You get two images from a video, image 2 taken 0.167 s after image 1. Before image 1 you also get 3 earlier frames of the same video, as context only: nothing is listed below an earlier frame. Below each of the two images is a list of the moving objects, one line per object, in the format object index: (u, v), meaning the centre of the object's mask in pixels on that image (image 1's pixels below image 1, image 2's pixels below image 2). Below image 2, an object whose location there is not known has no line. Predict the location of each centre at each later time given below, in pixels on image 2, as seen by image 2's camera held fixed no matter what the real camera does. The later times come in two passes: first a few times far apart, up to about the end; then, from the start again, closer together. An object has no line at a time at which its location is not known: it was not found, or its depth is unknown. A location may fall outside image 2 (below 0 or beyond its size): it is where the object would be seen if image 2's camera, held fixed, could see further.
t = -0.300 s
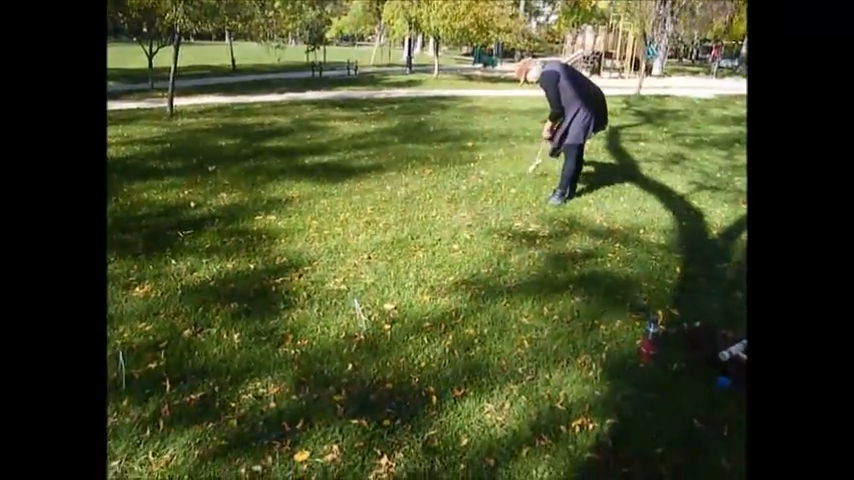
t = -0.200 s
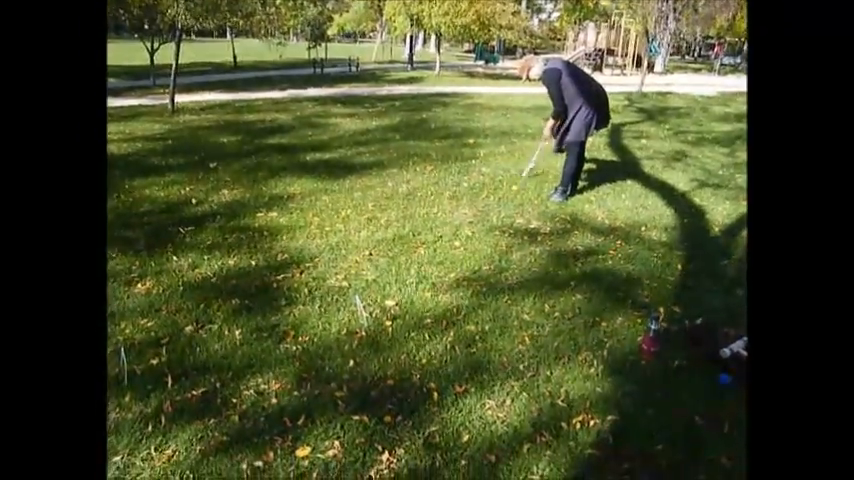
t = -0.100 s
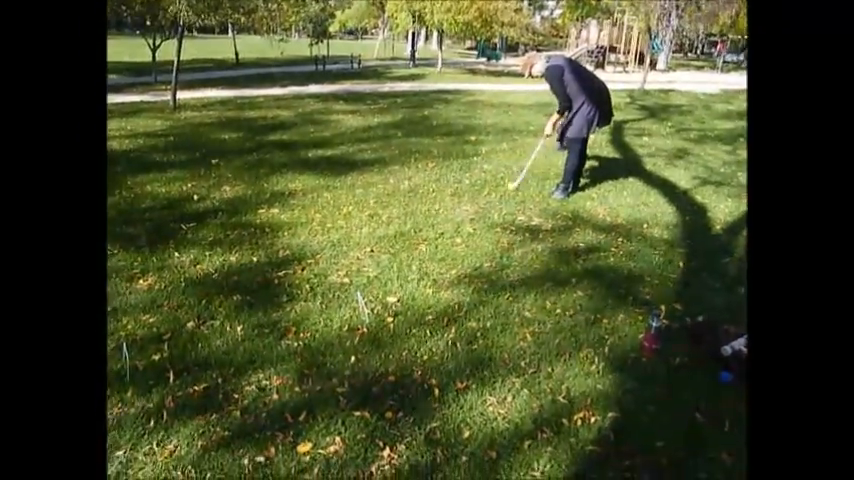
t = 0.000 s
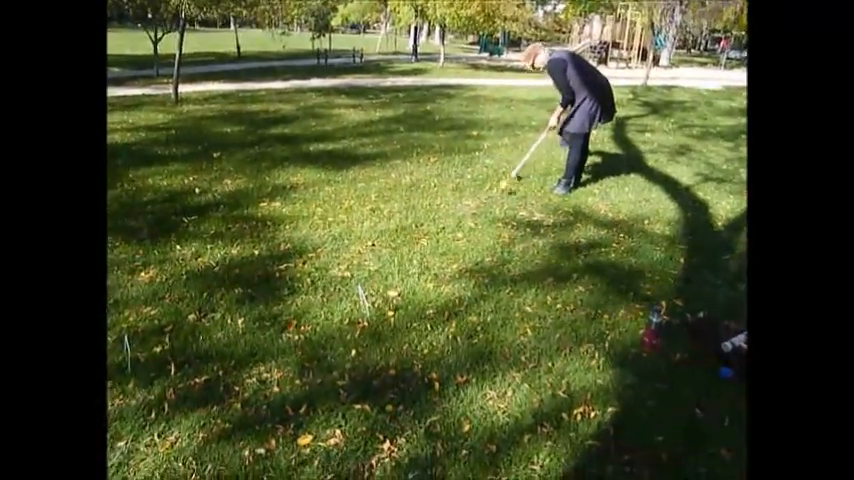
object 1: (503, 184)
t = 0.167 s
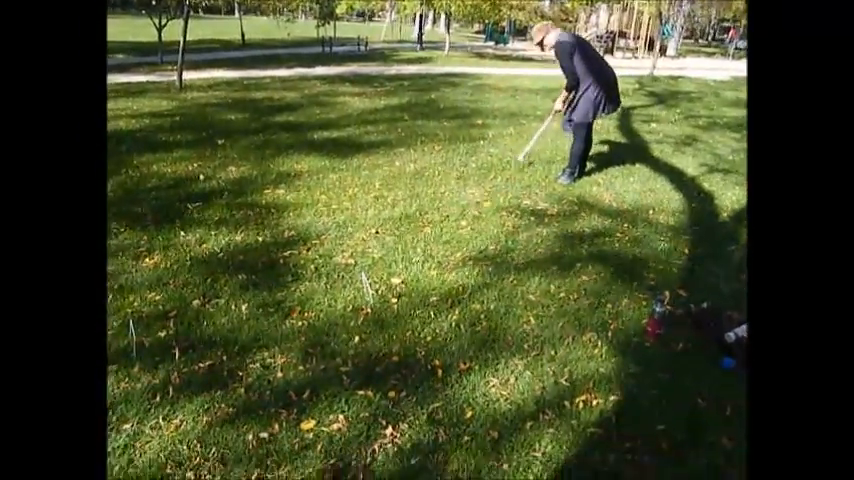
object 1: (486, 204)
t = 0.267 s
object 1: (477, 210)
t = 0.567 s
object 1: (449, 244)
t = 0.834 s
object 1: (431, 277)
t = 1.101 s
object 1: (428, 303)
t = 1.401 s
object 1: (421, 308)
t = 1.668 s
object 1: (422, 309)
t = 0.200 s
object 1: (483, 207)
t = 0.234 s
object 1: (480, 208)
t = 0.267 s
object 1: (477, 210)
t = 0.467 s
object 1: (456, 240)
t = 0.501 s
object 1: (454, 240)
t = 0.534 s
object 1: (451, 241)
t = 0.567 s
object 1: (449, 244)
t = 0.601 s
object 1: (446, 249)
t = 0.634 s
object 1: (443, 256)
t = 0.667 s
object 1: (441, 263)
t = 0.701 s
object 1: (437, 267)
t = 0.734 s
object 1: (436, 268)
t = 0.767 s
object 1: (434, 269)
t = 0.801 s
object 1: (433, 273)
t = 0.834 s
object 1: (431, 277)
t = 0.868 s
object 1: (429, 284)
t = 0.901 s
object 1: (427, 290)
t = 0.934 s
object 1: (427, 291)
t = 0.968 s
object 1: (427, 293)
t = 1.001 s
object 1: (427, 294)
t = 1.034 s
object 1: (427, 296)
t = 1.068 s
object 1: (427, 300)
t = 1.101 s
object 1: (428, 303)
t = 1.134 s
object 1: (427, 306)
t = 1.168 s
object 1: (426, 306)
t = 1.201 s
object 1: (426, 308)
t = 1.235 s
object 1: (425, 308)
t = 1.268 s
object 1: (424, 309)
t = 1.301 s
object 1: (422, 309)
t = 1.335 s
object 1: (422, 309)
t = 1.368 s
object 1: (421, 309)
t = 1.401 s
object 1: (421, 308)
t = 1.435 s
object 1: (421, 309)
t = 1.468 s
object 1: (421, 309)
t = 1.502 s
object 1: (422, 309)
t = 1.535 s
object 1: (422, 309)
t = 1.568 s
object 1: (422, 309)
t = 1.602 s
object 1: (422, 309)
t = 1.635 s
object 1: (422, 308)
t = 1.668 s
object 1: (422, 309)
